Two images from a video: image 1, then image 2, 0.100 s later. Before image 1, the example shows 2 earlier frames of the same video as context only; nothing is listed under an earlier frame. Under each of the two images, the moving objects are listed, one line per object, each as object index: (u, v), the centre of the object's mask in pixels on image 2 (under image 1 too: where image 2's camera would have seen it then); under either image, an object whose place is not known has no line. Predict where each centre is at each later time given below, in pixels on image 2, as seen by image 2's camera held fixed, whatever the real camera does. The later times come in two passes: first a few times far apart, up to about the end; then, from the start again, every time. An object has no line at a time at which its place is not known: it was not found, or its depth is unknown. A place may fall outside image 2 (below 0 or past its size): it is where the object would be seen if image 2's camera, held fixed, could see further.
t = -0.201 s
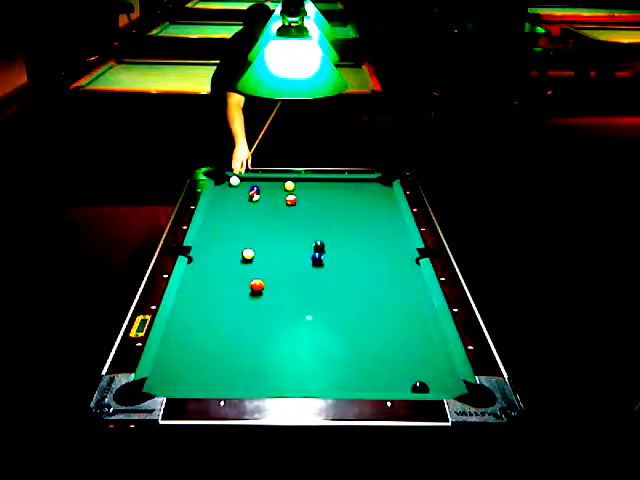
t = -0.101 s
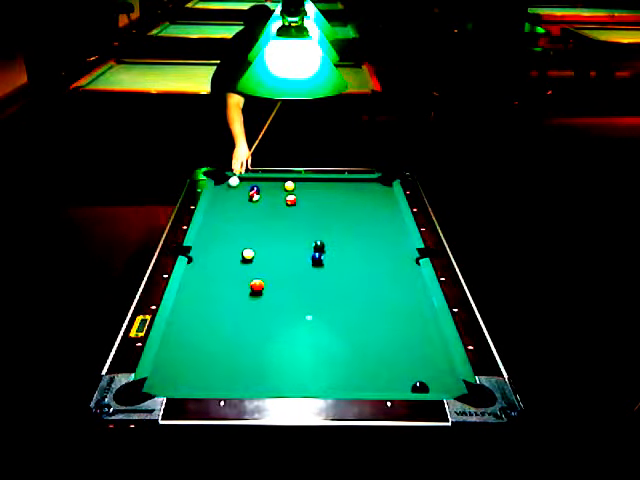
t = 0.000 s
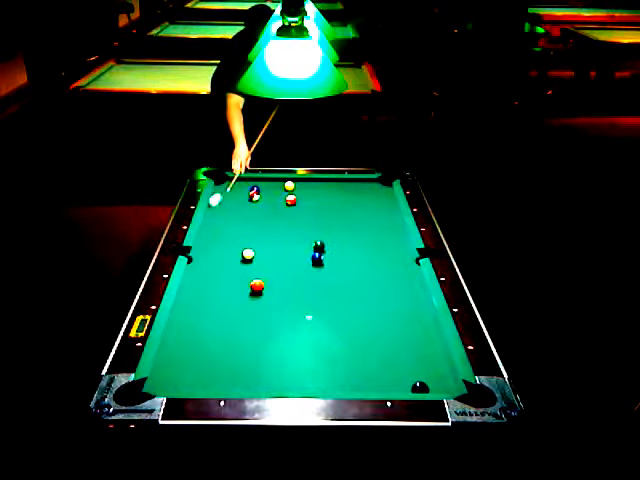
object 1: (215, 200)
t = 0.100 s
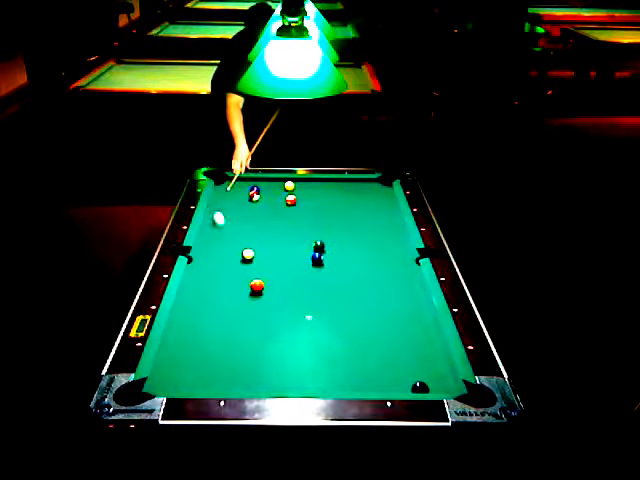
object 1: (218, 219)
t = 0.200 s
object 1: (224, 238)
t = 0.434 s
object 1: (234, 291)
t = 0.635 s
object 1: (246, 351)
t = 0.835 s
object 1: (268, 366)
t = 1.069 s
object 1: (296, 333)
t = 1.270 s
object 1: (316, 309)
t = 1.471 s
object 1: (334, 288)
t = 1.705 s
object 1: (352, 267)
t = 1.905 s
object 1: (365, 251)
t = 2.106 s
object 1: (377, 237)
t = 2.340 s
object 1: (390, 223)
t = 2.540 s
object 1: (395, 211)
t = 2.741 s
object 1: (386, 203)
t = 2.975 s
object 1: (377, 194)
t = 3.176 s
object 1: (369, 187)
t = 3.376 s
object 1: (362, 181)
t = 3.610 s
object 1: (355, 184)
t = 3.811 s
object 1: (350, 186)
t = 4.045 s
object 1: (344, 190)
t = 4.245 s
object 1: (340, 193)
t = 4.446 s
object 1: (336, 196)
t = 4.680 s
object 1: (331, 199)
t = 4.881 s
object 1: (327, 202)
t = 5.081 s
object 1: (323, 205)
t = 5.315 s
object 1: (320, 208)
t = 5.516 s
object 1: (317, 210)
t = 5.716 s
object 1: (314, 213)
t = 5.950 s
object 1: (312, 215)
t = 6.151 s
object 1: (309, 217)
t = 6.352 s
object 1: (307, 219)
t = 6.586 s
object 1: (306, 220)
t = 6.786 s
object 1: (304, 222)
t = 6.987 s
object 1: (304, 223)
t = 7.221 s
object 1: (302, 224)
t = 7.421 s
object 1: (301, 225)
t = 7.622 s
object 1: (301, 226)
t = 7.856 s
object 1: (300, 226)
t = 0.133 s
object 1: (220, 225)
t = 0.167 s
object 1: (222, 232)
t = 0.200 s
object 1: (224, 238)
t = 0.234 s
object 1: (225, 246)
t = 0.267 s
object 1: (227, 252)
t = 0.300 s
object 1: (228, 260)
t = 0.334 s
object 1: (230, 267)
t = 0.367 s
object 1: (231, 275)
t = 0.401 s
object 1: (233, 283)
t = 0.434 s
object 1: (234, 291)
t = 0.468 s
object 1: (236, 300)
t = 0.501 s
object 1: (238, 309)
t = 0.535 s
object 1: (240, 319)
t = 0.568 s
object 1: (242, 329)
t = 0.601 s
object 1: (244, 340)
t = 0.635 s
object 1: (246, 351)
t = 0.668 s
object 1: (248, 363)
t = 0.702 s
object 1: (251, 375)
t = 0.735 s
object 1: (255, 384)
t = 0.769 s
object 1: (259, 377)
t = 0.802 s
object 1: (264, 372)
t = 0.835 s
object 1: (268, 366)
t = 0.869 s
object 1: (273, 361)
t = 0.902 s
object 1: (277, 356)
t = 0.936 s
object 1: (280, 351)
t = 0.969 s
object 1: (285, 346)
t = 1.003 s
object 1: (289, 342)
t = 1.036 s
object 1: (293, 337)
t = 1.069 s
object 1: (296, 333)
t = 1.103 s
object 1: (300, 329)
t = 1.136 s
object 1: (304, 325)
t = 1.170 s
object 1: (307, 321)
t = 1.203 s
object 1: (311, 316)
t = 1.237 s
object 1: (313, 313)
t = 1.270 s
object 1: (316, 309)
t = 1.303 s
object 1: (319, 306)
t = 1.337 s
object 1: (323, 302)
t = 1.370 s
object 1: (326, 298)
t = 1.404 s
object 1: (329, 295)
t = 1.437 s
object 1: (331, 292)
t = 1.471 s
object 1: (334, 288)
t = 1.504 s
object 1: (337, 285)
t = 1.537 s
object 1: (340, 282)
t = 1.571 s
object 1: (342, 279)
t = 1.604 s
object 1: (345, 276)
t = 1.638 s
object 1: (347, 273)
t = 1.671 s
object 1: (350, 270)
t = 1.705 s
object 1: (352, 267)
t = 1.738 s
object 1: (354, 264)
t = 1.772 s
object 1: (357, 262)
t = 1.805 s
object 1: (359, 259)
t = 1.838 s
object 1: (361, 256)
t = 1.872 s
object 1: (363, 254)
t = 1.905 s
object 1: (365, 251)
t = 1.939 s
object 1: (367, 249)
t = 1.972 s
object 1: (370, 246)
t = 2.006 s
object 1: (372, 244)
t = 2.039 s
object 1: (374, 242)
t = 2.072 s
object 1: (376, 240)
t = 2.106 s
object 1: (377, 237)
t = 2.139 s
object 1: (379, 235)
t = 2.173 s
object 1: (381, 233)
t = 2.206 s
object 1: (383, 231)
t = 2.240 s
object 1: (385, 229)
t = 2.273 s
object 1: (386, 227)
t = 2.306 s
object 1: (388, 224)
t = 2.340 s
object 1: (390, 223)
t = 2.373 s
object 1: (391, 220)
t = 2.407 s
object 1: (393, 219)
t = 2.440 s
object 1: (395, 216)
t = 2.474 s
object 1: (396, 215)
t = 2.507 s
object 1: (396, 213)
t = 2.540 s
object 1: (395, 211)
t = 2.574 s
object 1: (393, 210)
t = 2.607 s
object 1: (391, 209)
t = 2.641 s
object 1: (390, 207)
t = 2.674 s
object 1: (389, 206)
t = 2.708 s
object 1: (387, 204)
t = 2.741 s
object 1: (386, 203)
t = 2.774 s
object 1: (384, 202)
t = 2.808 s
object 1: (383, 200)
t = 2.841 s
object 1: (382, 199)
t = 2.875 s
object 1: (380, 198)
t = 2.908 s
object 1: (379, 196)
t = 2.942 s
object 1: (377, 195)
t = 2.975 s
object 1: (377, 194)
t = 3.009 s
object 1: (375, 193)
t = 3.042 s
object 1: (374, 192)
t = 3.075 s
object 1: (373, 191)
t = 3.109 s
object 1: (371, 190)
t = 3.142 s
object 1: (370, 189)
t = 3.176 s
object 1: (369, 187)
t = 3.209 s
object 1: (368, 186)
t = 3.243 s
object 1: (366, 185)
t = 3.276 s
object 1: (366, 184)
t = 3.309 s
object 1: (365, 183)
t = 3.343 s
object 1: (363, 182)
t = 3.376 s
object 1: (362, 181)
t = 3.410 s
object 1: (361, 180)
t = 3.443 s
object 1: (360, 181)
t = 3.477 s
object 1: (359, 181)
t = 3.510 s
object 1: (358, 182)
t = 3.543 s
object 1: (358, 182)
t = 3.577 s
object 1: (356, 183)
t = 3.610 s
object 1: (355, 184)
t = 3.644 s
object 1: (355, 184)
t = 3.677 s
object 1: (354, 185)
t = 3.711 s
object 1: (353, 185)
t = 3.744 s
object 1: (352, 186)
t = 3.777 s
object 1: (351, 186)
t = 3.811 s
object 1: (350, 186)
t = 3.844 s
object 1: (350, 187)
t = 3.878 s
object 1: (349, 187)
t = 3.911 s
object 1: (348, 188)
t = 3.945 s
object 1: (347, 189)
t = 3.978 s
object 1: (346, 189)
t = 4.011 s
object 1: (345, 189)
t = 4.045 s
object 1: (344, 190)
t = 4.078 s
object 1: (344, 190)
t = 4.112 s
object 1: (343, 191)
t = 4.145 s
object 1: (342, 191)
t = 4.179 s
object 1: (341, 192)
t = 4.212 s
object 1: (341, 193)
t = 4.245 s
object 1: (340, 193)
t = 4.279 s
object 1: (339, 193)
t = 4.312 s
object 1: (338, 194)
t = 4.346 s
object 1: (338, 195)
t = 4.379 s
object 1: (337, 195)
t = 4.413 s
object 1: (336, 195)
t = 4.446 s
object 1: (336, 196)
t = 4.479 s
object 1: (335, 196)
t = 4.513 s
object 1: (334, 197)
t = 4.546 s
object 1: (333, 198)
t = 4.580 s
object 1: (333, 198)
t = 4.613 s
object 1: (332, 199)
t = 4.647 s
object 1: (331, 199)
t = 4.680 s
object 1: (331, 199)
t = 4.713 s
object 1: (330, 200)
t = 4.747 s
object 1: (329, 200)
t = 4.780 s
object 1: (329, 201)
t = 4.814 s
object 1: (328, 201)
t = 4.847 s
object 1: (328, 201)
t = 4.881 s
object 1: (327, 202)
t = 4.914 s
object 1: (326, 202)
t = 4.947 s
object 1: (326, 203)
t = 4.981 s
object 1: (325, 203)
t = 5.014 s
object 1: (325, 204)
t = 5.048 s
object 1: (324, 204)
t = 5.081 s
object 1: (323, 205)
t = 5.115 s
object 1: (322, 205)
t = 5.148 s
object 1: (322, 206)
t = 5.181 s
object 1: (321, 206)
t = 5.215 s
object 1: (321, 206)
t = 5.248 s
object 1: (321, 207)
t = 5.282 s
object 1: (320, 208)
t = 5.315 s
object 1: (320, 208)
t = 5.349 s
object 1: (319, 208)
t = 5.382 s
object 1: (319, 209)
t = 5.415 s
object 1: (318, 209)
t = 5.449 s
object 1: (318, 209)
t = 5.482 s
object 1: (317, 210)
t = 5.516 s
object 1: (317, 210)
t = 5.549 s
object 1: (316, 210)
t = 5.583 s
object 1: (316, 211)
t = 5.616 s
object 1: (315, 211)
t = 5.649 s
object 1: (315, 212)
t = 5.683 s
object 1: (314, 212)
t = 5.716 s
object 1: (314, 213)
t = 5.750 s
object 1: (314, 213)
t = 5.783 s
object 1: (313, 213)
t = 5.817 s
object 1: (313, 214)
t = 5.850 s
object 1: (312, 214)
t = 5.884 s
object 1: (312, 214)
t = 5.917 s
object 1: (312, 215)
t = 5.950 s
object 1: (312, 215)
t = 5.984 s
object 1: (311, 215)
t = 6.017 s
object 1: (311, 215)
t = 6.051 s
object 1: (310, 216)
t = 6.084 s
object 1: (310, 216)
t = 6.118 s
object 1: (310, 217)
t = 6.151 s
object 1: (309, 217)
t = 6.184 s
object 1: (309, 217)
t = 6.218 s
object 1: (309, 218)
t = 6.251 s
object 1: (308, 218)
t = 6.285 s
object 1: (308, 219)
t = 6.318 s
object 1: (308, 219)
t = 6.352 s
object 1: (307, 219)
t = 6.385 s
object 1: (307, 219)
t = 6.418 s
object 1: (307, 219)
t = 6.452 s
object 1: (307, 219)
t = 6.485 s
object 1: (306, 220)
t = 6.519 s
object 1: (306, 220)
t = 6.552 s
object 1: (306, 221)
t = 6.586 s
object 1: (306, 220)
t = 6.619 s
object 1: (305, 221)
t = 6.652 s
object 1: (305, 221)
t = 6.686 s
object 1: (305, 221)
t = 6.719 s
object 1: (305, 222)
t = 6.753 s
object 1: (305, 222)
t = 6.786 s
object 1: (304, 222)
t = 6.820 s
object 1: (304, 223)
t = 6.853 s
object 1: (304, 222)
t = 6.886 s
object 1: (304, 223)
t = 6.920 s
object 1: (304, 223)
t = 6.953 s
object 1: (304, 223)
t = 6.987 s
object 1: (304, 223)
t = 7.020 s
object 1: (303, 223)
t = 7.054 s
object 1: (303, 223)
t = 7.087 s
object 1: (303, 223)
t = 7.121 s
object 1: (302, 224)
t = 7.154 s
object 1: (302, 224)
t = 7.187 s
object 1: (302, 224)
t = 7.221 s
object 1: (302, 224)
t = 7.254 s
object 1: (302, 225)
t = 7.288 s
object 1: (302, 225)
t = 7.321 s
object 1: (302, 225)
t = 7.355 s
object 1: (301, 225)
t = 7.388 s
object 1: (301, 225)
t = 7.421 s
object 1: (301, 225)
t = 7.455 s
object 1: (301, 225)
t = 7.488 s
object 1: (301, 225)
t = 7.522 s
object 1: (301, 225)
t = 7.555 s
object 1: (301, 226)
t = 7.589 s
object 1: (301, 226)
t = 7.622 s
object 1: (301, 226)
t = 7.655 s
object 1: (301, 226)
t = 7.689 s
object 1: (301, 226)
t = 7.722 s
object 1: (300, 226)
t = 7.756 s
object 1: (300, 226)
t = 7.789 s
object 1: (300, 226)
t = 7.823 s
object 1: (300, 226)
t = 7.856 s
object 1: (300, 226)
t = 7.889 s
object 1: (300, 226)
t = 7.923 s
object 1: (300, 226)
